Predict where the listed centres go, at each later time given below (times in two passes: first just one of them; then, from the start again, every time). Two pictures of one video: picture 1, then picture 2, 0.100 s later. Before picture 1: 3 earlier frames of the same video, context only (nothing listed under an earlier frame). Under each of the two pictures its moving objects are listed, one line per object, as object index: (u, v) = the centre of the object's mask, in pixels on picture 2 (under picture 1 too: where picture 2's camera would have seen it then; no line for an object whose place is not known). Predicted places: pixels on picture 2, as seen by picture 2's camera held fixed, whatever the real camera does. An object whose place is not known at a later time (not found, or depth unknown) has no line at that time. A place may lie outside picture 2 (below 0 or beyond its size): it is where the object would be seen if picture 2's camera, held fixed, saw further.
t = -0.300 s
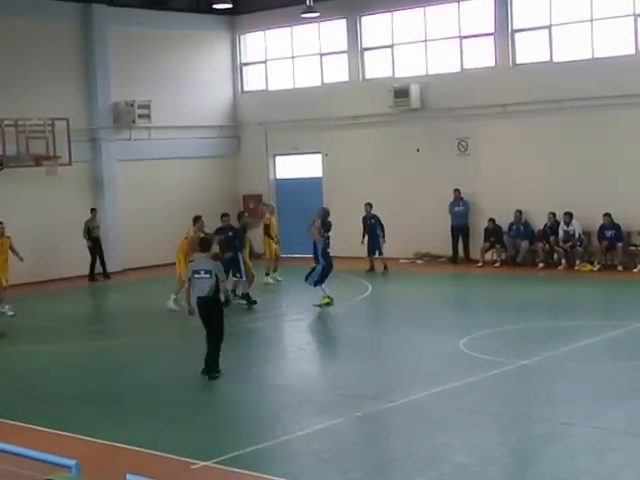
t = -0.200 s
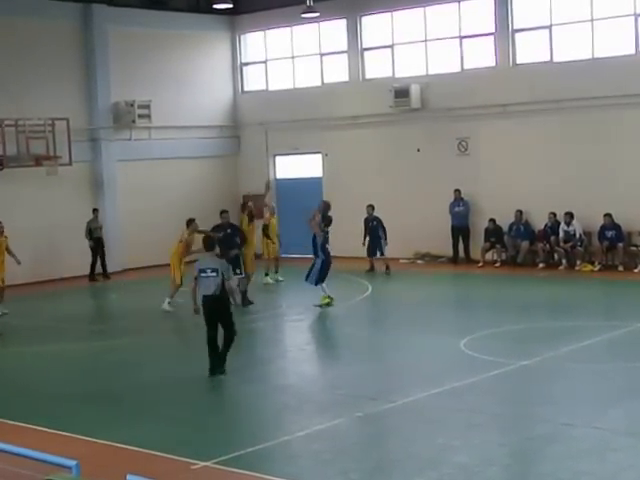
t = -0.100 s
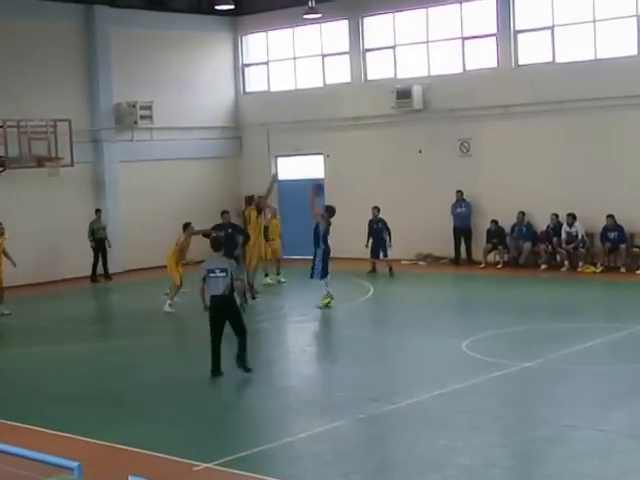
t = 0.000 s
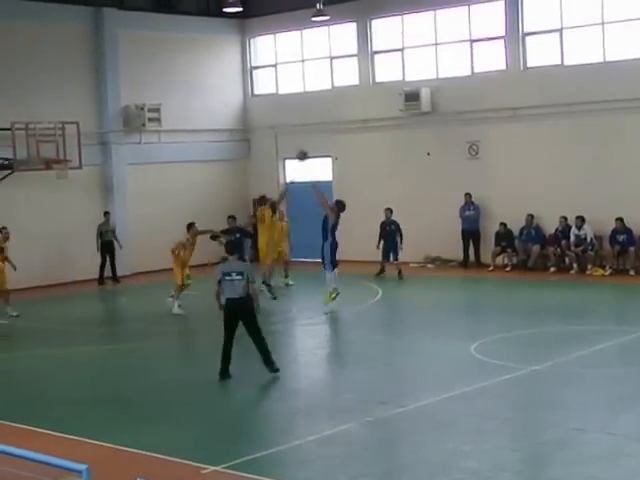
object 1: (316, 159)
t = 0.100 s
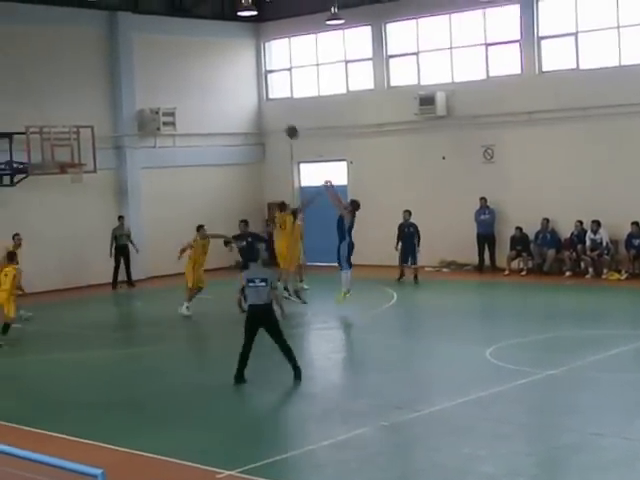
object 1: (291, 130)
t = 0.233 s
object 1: (261, 100)
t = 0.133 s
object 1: (283, 122)
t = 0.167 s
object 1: (275, 114)
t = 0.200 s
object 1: (268, 107)
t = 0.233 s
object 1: (261, 100)
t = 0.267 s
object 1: (254, 94)
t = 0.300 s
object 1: (247, 89)
